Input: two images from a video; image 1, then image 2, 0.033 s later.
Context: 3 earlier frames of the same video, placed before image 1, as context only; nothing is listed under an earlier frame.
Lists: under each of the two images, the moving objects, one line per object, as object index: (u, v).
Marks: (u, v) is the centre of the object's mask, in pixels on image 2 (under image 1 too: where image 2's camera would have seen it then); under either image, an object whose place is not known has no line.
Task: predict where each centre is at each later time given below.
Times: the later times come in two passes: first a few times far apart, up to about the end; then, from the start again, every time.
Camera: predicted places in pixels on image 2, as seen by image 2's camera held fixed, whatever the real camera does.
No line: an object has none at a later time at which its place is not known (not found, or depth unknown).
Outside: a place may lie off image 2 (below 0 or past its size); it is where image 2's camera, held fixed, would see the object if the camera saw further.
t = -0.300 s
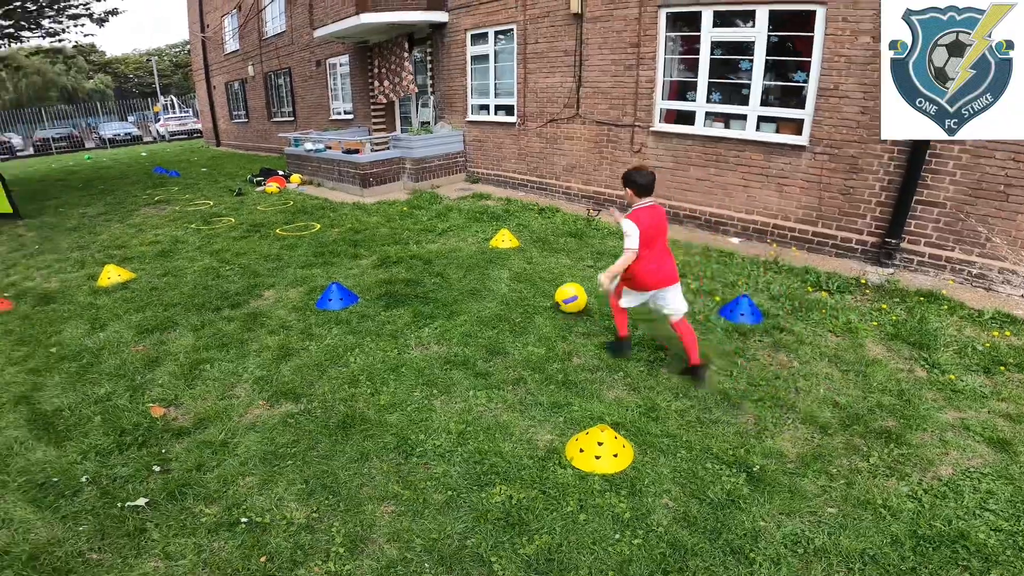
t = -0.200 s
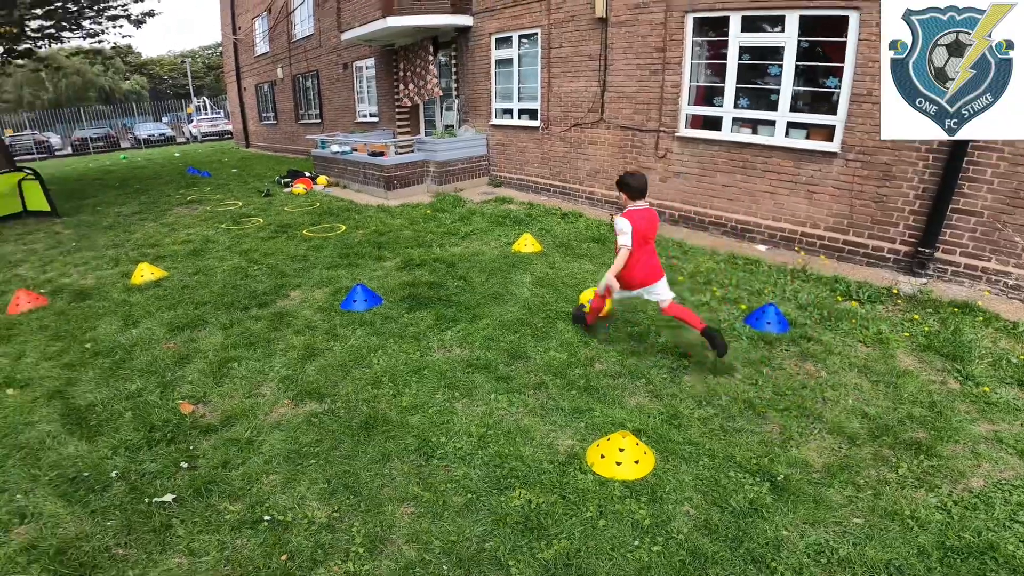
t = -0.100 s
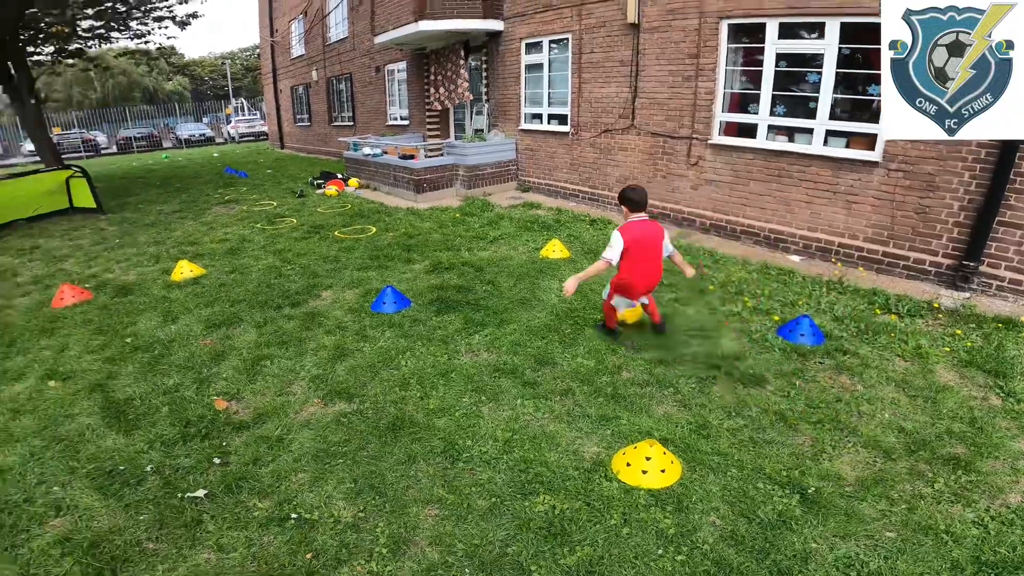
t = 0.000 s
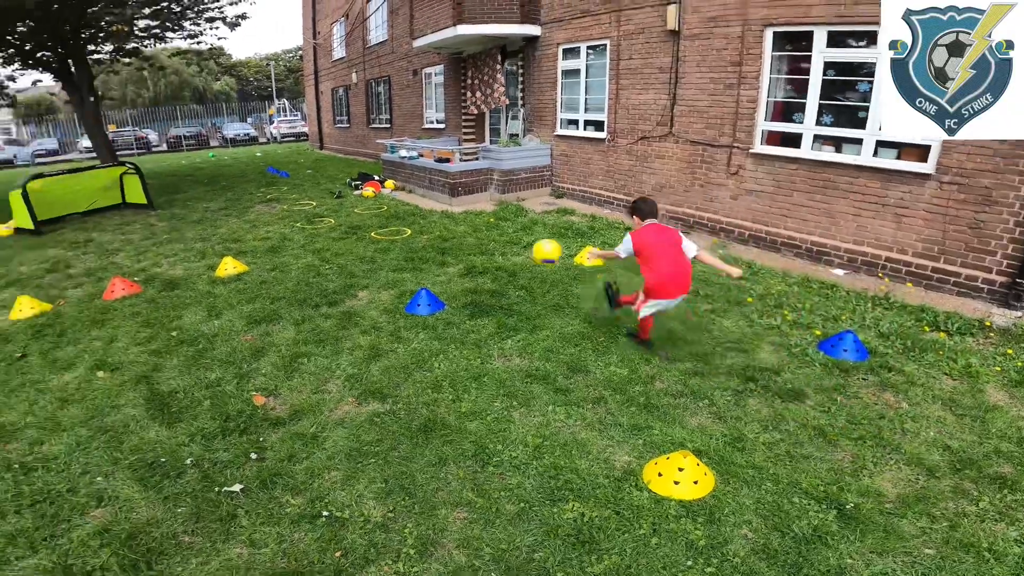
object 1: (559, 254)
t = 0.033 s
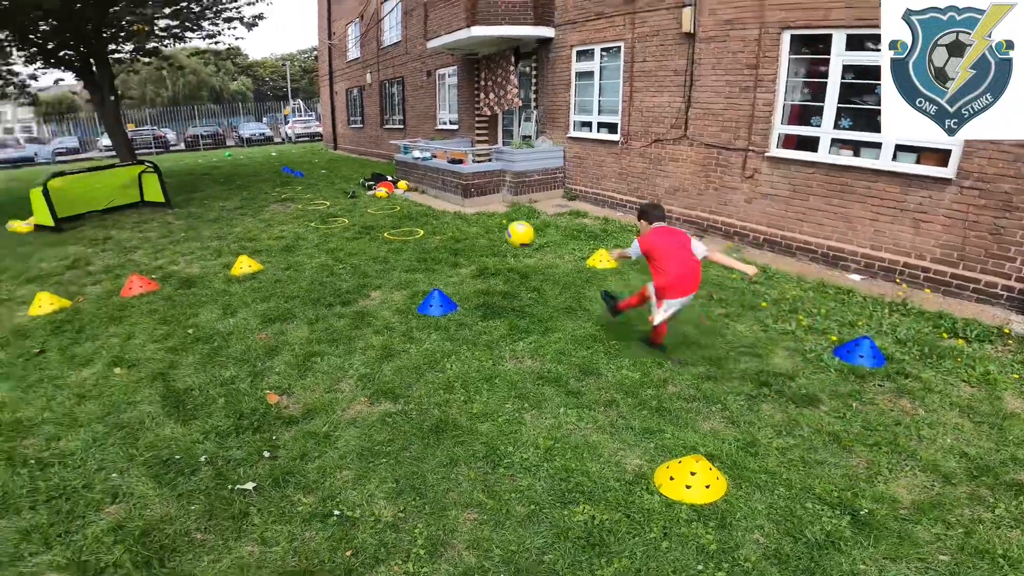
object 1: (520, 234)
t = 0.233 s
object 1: (354, 168)
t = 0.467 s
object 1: (247, 161)
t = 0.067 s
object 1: (486, 217)
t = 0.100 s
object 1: (454, 202)
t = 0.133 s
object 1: (424, 190)
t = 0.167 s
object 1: (399, 181)
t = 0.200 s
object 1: (375, 174)
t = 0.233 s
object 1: (354, 168)
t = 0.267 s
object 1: (335, 165)
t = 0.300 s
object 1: (316, 162)
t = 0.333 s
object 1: (301, 160)
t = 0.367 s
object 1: (286, 159)
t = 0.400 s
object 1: (272, 159)
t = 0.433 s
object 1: (259, 160)
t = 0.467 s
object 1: (247, 161)
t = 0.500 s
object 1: (236, 163)
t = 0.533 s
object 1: (227, 166)
